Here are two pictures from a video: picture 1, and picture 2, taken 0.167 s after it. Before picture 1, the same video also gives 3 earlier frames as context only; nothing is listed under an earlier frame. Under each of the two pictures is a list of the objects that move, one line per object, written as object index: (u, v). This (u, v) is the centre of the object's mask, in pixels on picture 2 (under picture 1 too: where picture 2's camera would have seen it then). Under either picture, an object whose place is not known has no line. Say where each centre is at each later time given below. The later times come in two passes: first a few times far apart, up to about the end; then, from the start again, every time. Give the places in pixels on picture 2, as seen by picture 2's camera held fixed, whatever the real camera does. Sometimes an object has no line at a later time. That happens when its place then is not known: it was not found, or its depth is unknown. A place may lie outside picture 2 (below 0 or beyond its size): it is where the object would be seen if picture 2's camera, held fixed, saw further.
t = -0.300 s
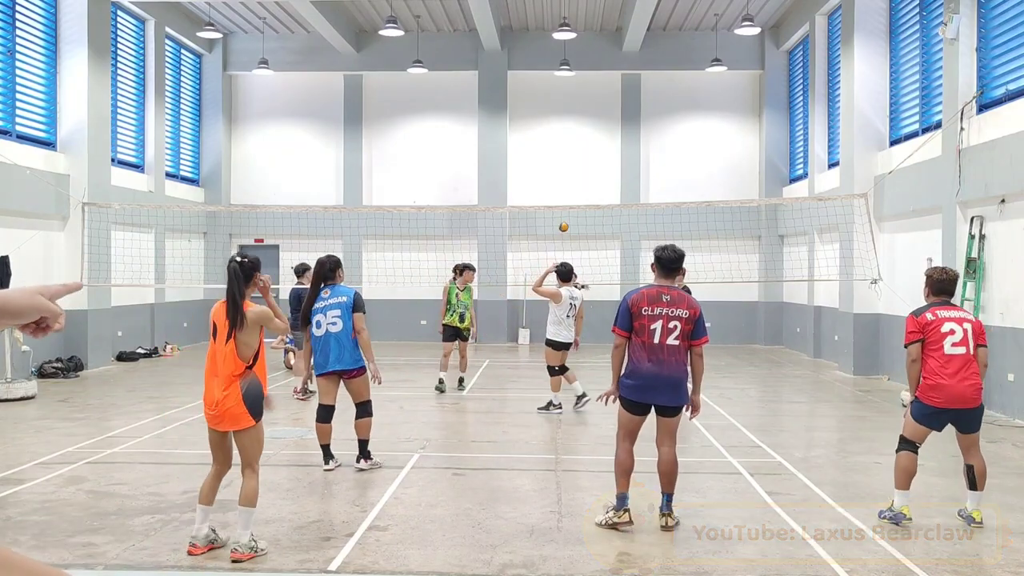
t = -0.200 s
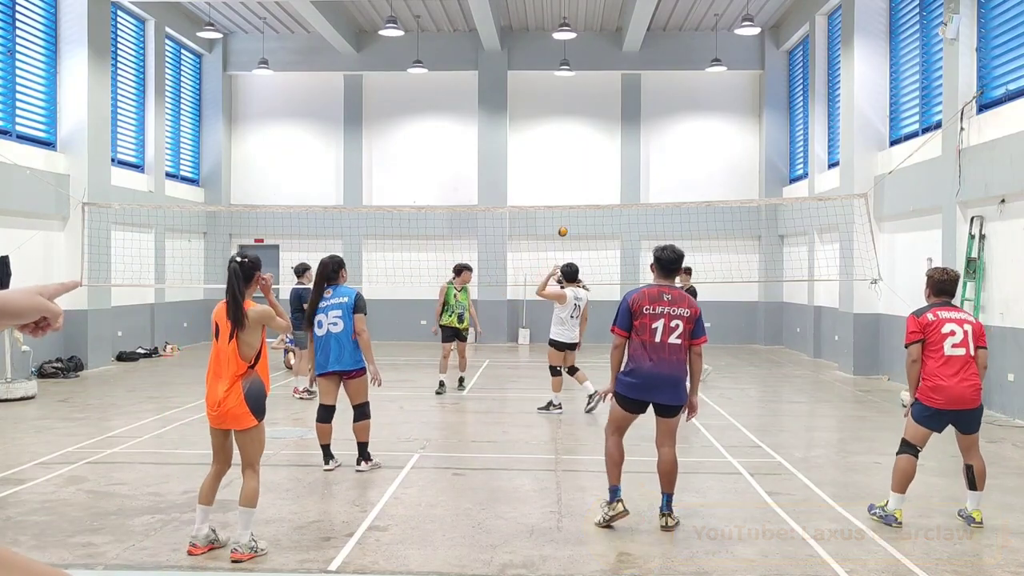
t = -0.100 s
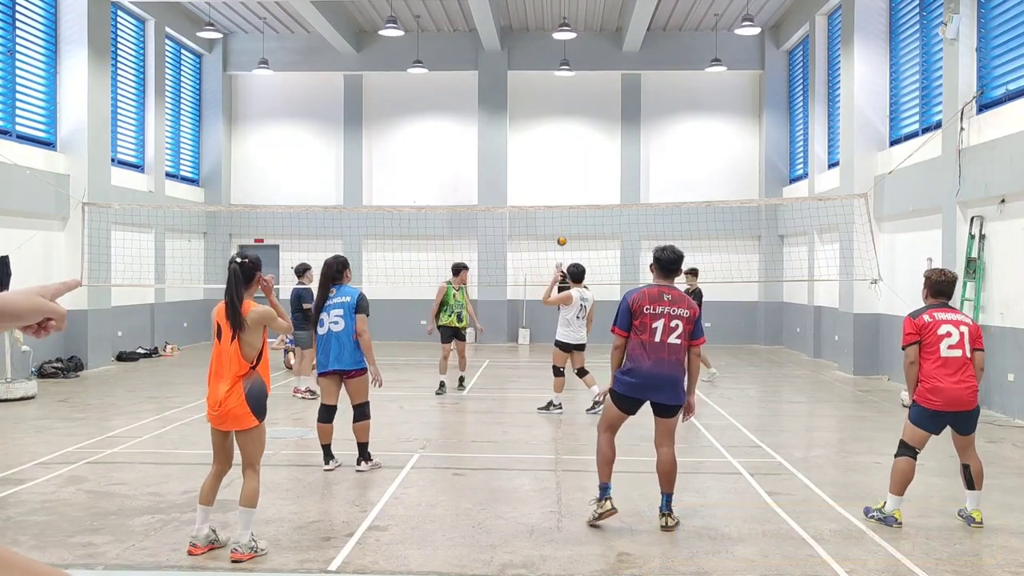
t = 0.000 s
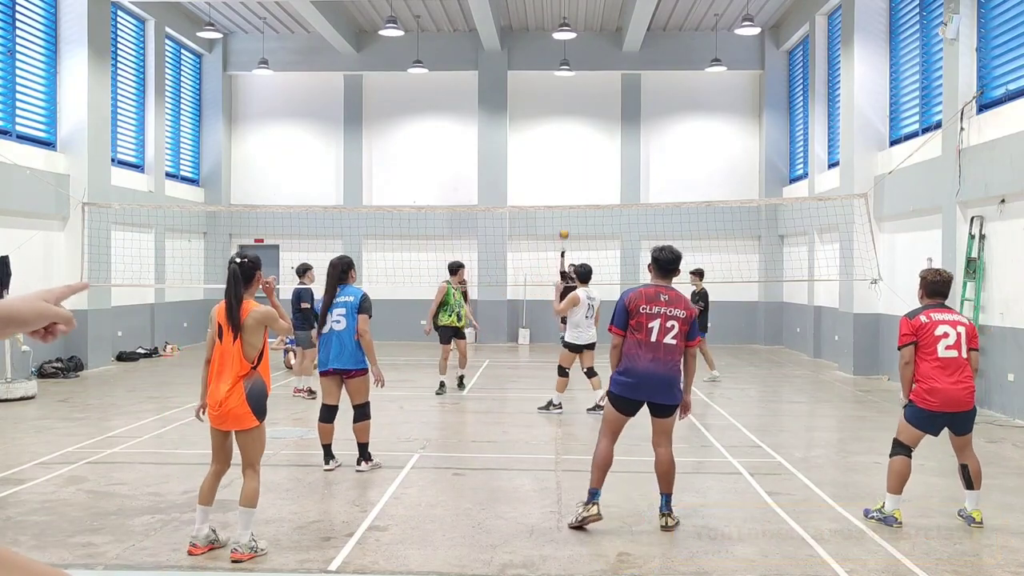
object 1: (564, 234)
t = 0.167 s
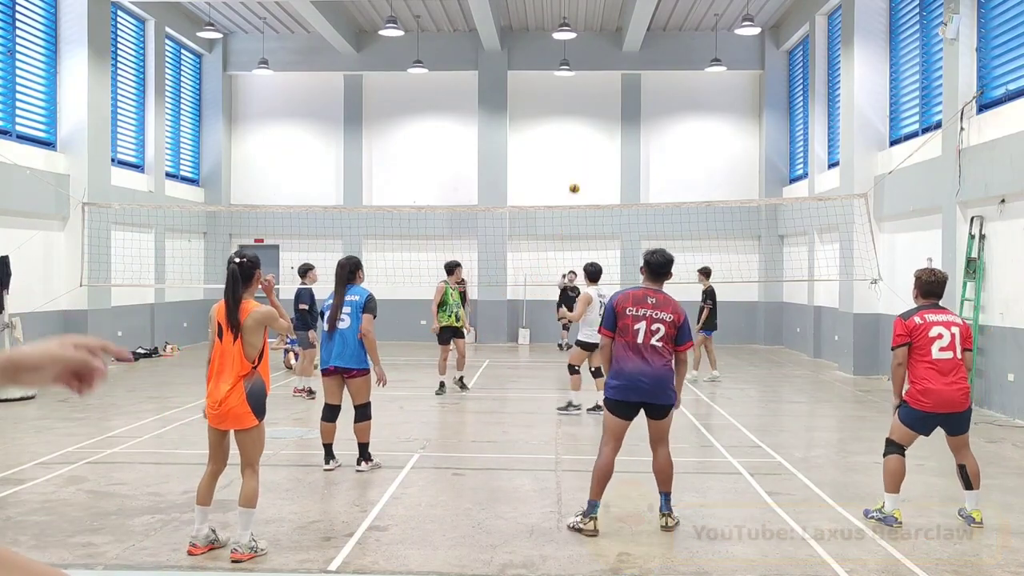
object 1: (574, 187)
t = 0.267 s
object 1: (581, 165)
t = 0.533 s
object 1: (600, 124)
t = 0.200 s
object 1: (576, 179)
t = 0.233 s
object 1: (578, 172)
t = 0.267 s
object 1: (581, 165)
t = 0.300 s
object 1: (583, 157)
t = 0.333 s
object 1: (584, 150)
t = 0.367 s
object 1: (587, 145)
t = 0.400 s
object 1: (589, 140)
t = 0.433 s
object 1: (592, 135)
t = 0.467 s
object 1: (595, 131)
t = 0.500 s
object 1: (597, 127)
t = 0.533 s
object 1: (600, 124)
